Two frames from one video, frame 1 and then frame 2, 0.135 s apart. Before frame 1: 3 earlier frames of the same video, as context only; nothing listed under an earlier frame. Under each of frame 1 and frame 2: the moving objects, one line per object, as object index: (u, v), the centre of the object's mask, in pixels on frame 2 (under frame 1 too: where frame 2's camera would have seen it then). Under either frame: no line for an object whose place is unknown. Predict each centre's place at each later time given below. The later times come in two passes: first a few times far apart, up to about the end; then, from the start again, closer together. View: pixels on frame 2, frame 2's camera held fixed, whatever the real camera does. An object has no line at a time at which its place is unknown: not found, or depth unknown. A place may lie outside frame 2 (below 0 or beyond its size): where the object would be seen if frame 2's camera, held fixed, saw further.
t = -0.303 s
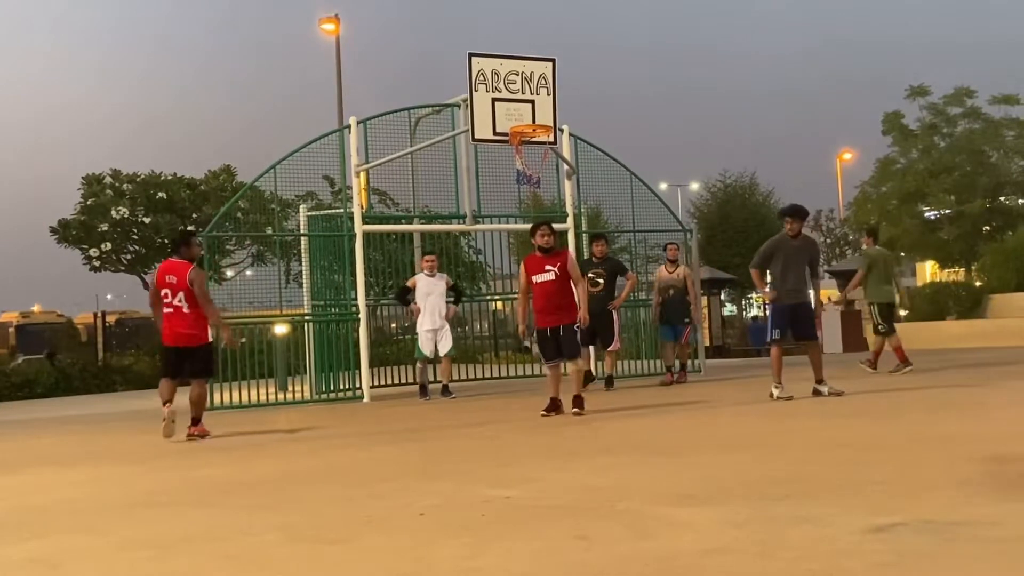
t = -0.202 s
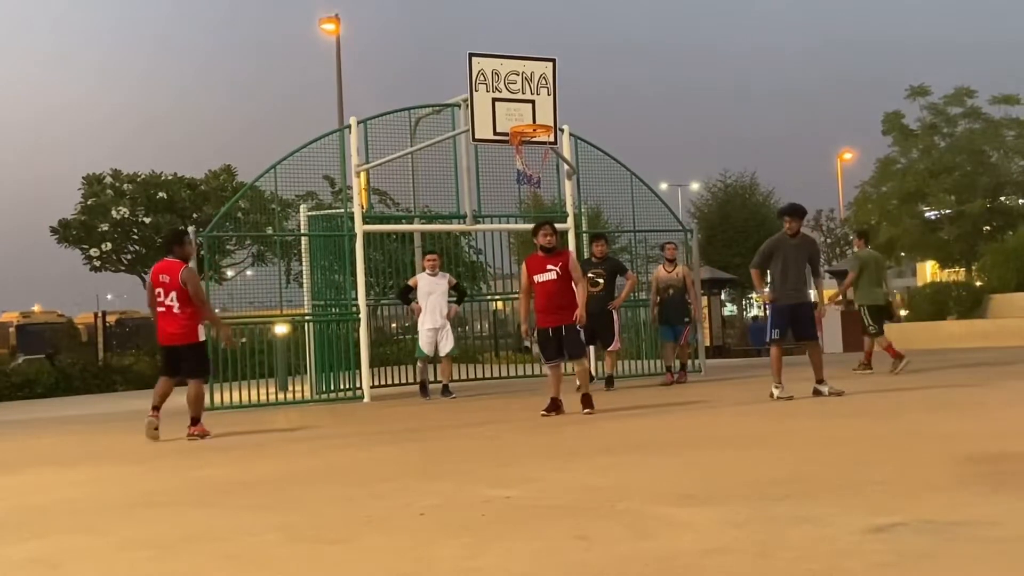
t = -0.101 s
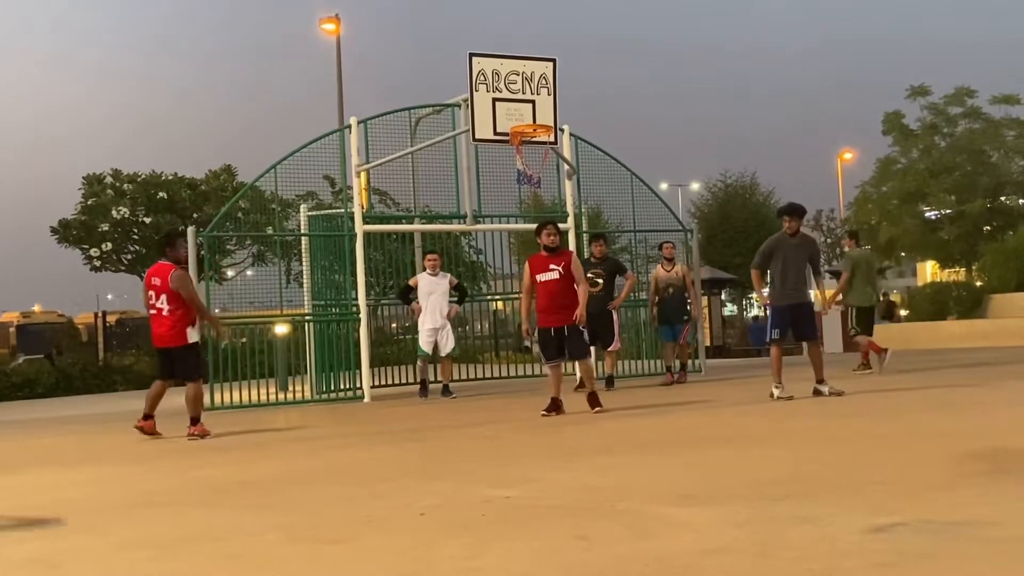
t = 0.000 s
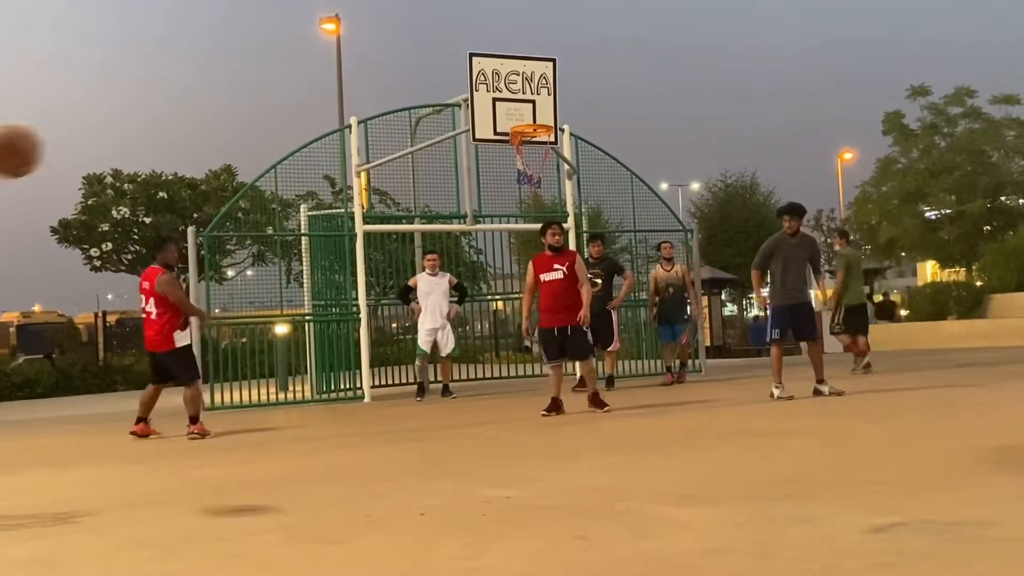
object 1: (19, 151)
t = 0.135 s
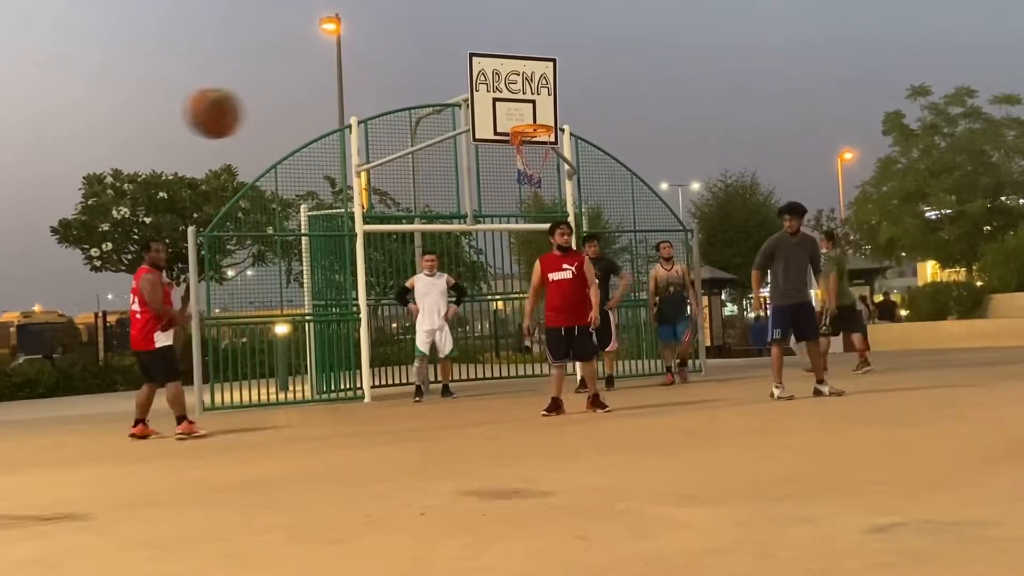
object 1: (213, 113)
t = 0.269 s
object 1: (411, 111)
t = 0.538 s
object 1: (799, 221)
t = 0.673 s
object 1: (994, 331)
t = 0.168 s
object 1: (264, 109)
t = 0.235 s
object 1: (362, 108)
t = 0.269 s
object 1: (411, 111)
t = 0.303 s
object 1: (457, 117)
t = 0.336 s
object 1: (509, 126)
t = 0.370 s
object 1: (556, 136)
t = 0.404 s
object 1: (605, 148)
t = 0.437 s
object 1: (654, 163)
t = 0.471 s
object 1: (704, 181)
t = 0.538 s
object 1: (799, 221)
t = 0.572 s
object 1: (848, 245)
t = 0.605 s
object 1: (896, 270)
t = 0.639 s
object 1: (947, 302)
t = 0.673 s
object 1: (994, 331)
